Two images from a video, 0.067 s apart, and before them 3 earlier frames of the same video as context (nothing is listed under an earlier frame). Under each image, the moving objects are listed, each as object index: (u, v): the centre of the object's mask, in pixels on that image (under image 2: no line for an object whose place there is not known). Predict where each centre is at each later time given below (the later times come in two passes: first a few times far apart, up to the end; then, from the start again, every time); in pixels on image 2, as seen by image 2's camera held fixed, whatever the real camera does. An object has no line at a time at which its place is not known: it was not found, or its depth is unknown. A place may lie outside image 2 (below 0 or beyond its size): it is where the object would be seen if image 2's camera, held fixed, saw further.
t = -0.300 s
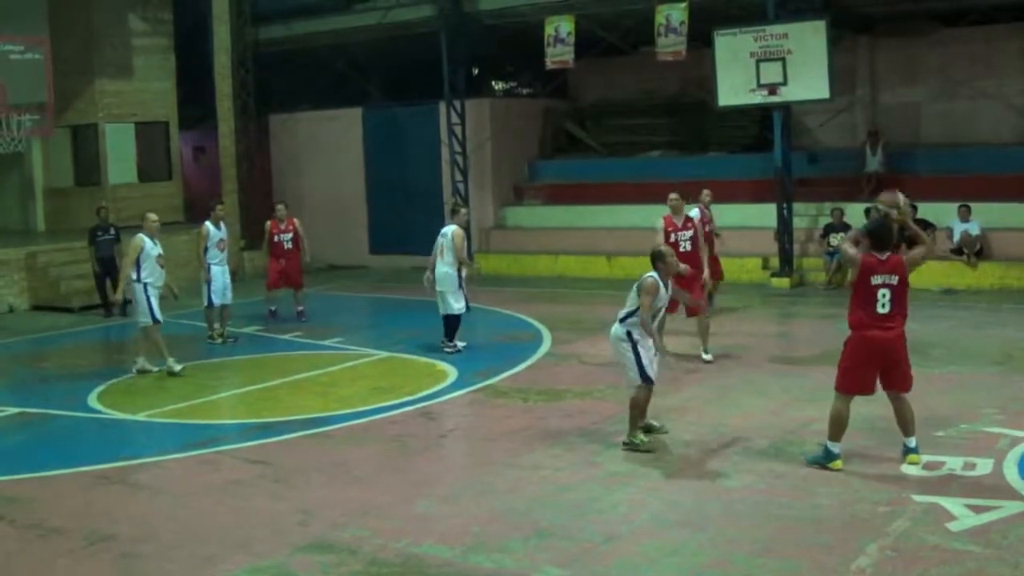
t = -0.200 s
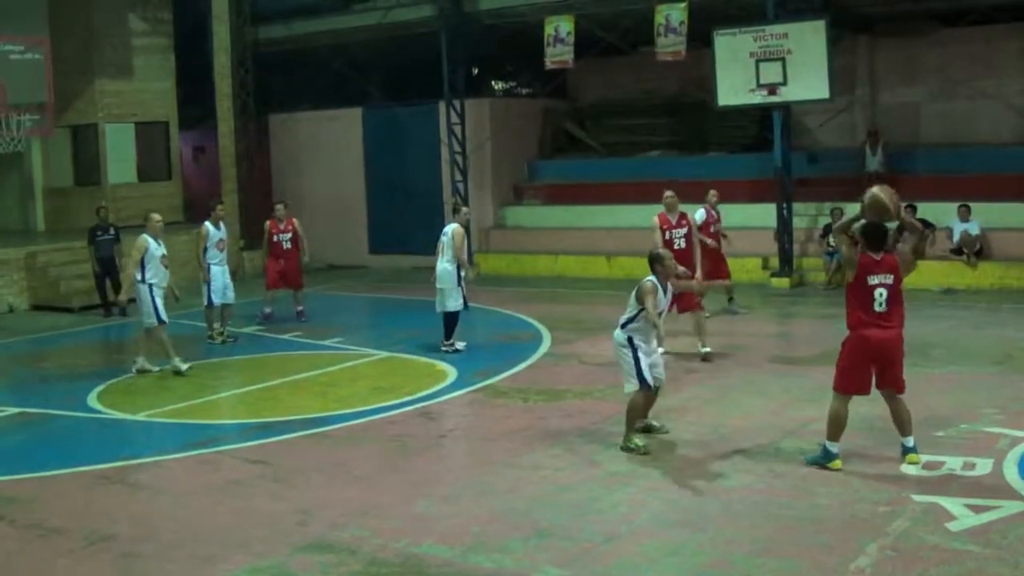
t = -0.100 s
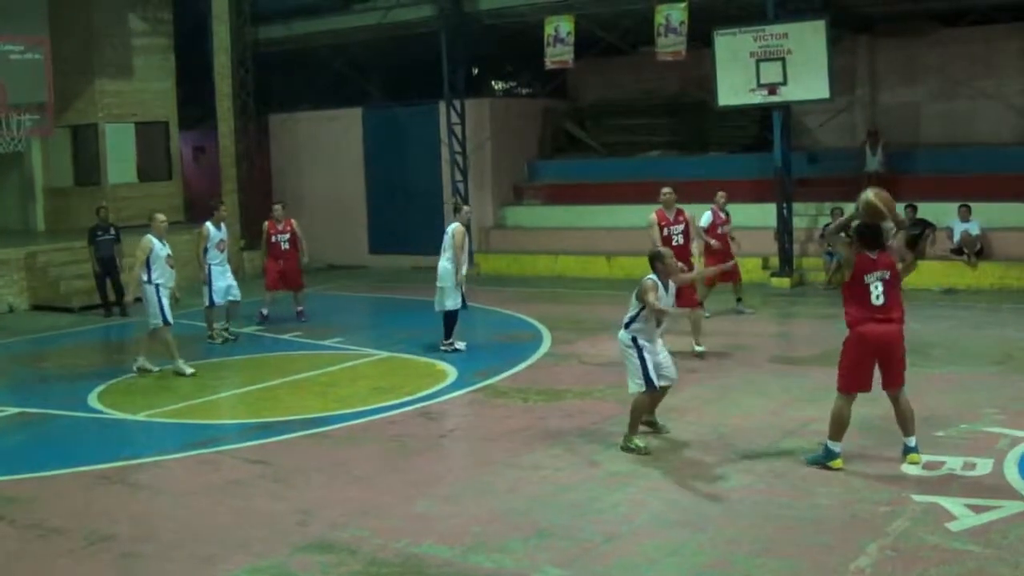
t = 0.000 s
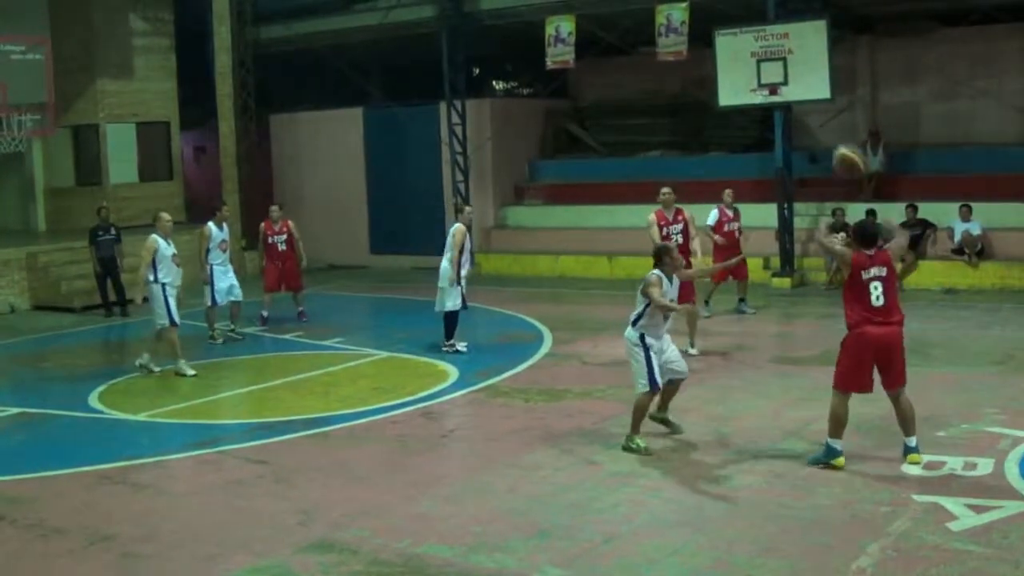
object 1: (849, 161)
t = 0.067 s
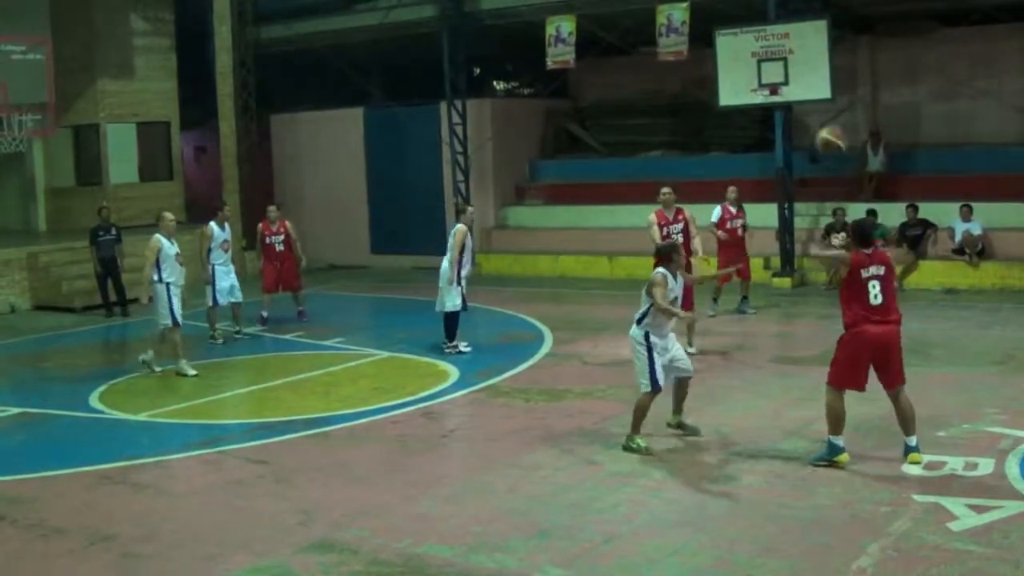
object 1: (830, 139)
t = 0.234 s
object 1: (798, 124)
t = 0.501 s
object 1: (758, 155)
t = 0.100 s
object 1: (825, 131)
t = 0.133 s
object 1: (817, 128)
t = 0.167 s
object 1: (808, 124)
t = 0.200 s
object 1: (804, 124)
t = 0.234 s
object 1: (798, 124)
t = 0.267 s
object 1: (792, 126)
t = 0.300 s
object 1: (786, 128)
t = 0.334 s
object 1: (780, 131)
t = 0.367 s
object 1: (775, 134)
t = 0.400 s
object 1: (769, 139)
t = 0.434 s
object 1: (766, 143)
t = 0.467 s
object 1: (762, 149)
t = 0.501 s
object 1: (758, 155)
